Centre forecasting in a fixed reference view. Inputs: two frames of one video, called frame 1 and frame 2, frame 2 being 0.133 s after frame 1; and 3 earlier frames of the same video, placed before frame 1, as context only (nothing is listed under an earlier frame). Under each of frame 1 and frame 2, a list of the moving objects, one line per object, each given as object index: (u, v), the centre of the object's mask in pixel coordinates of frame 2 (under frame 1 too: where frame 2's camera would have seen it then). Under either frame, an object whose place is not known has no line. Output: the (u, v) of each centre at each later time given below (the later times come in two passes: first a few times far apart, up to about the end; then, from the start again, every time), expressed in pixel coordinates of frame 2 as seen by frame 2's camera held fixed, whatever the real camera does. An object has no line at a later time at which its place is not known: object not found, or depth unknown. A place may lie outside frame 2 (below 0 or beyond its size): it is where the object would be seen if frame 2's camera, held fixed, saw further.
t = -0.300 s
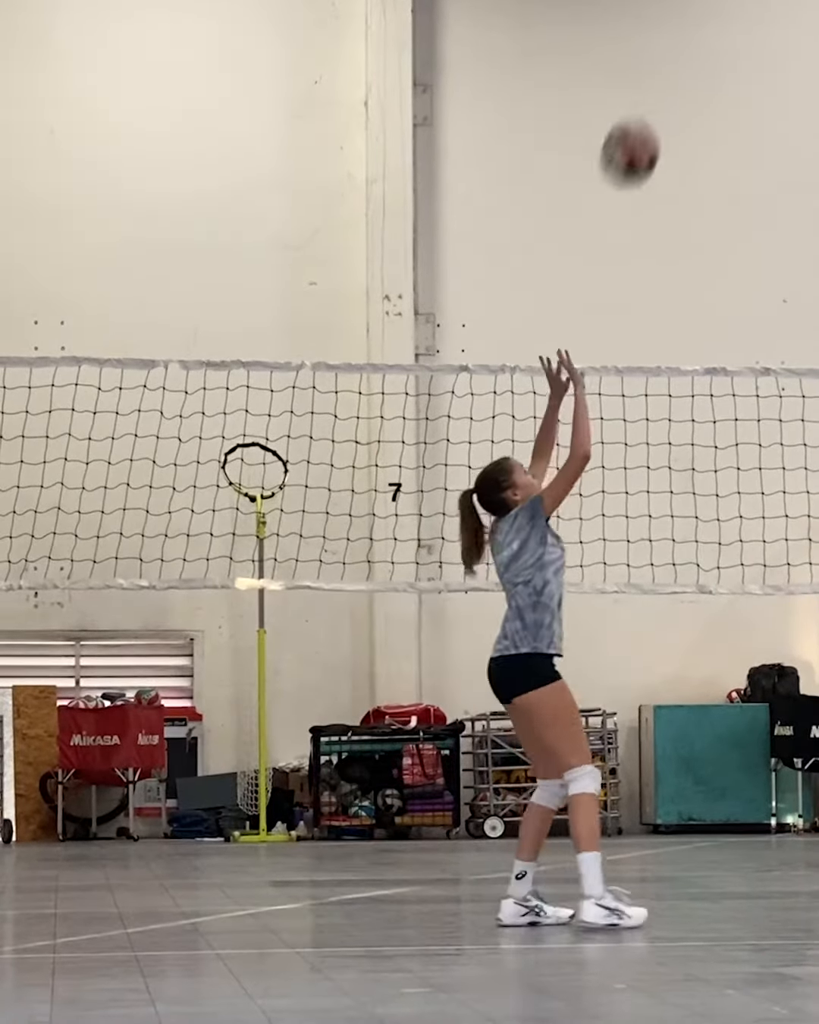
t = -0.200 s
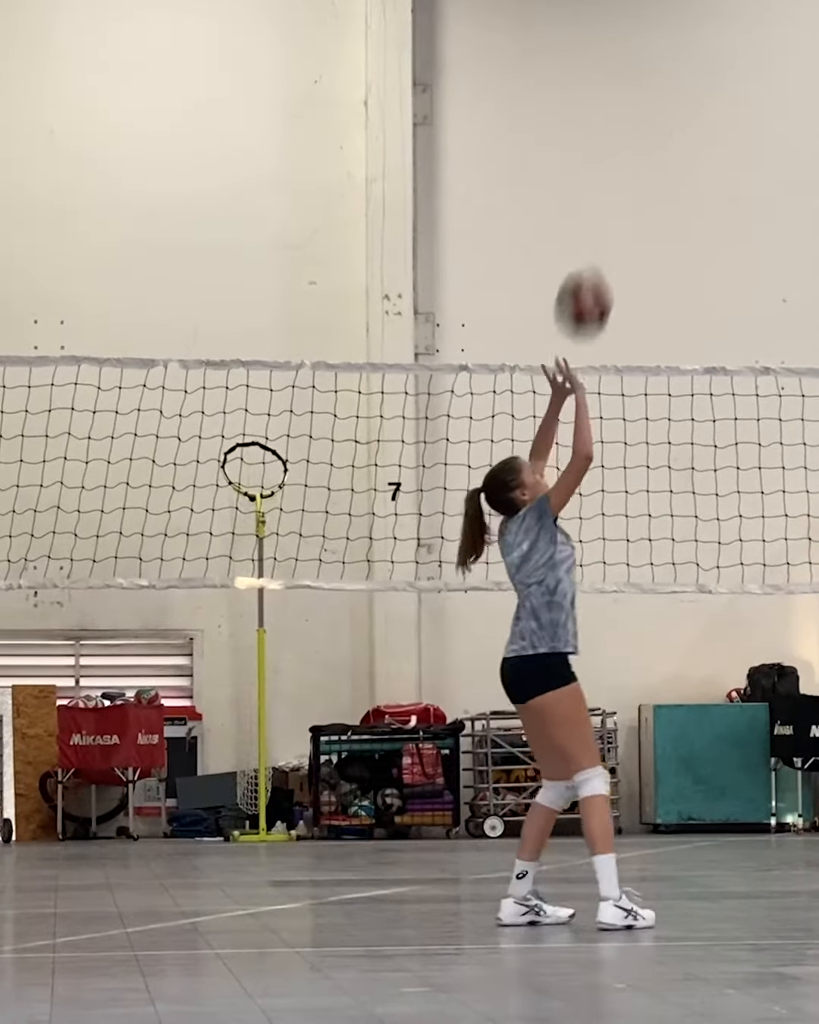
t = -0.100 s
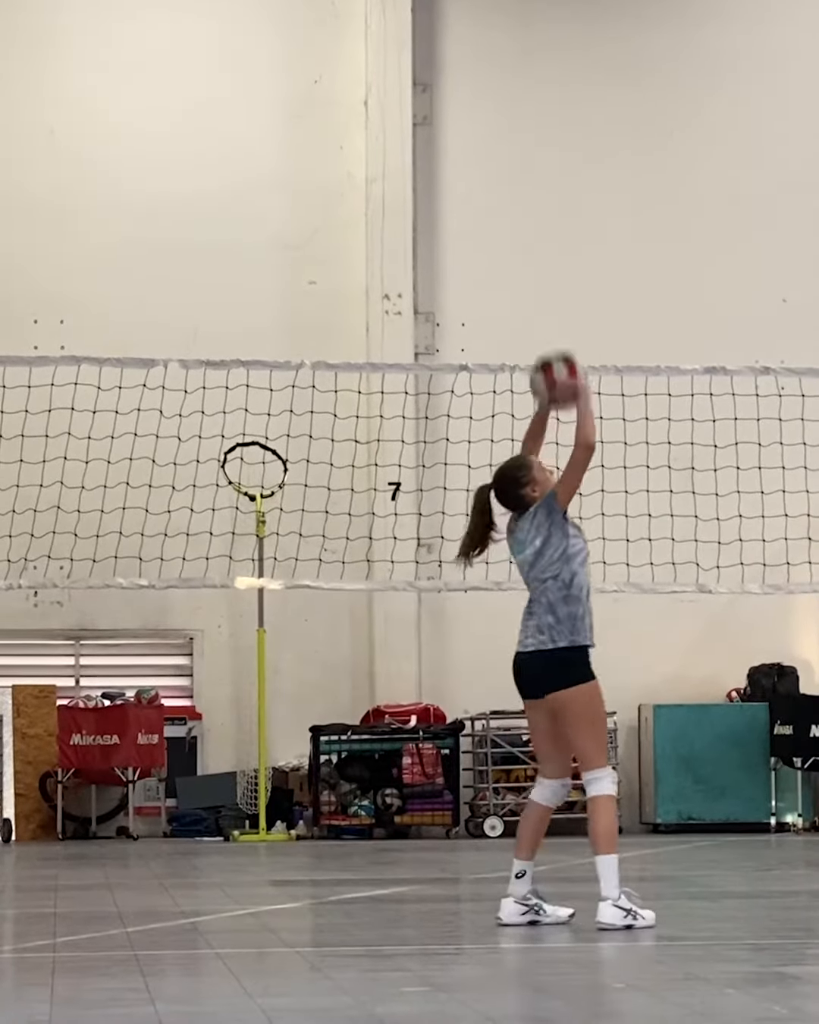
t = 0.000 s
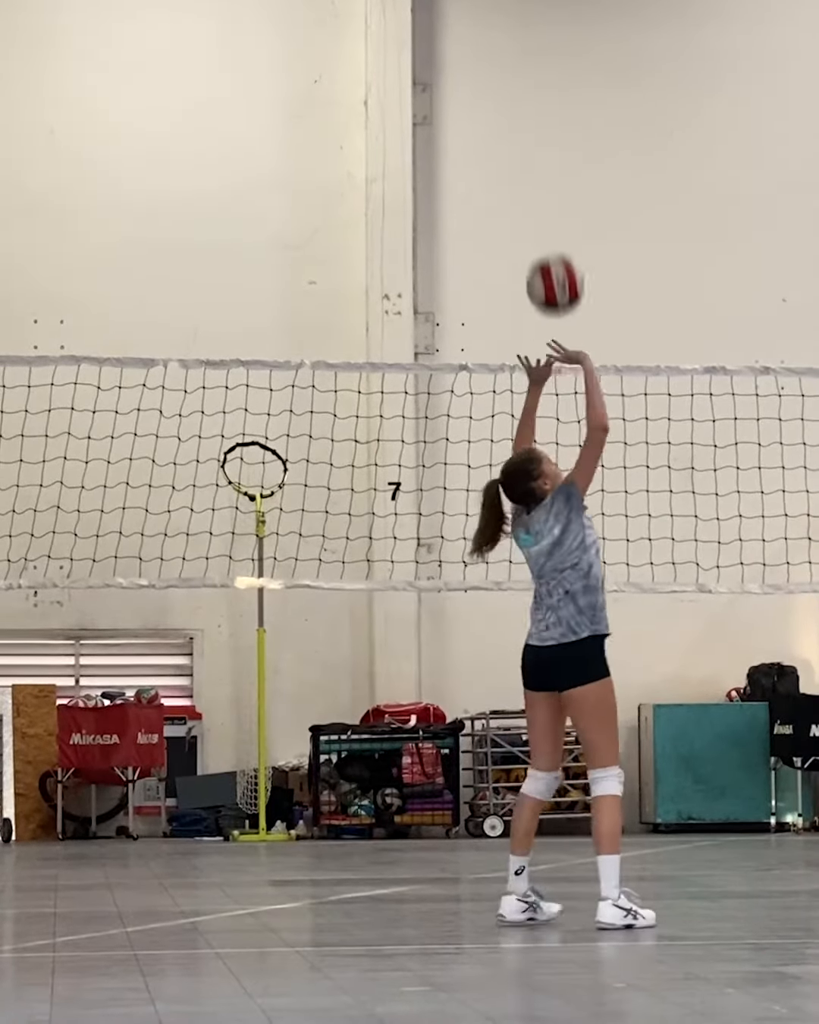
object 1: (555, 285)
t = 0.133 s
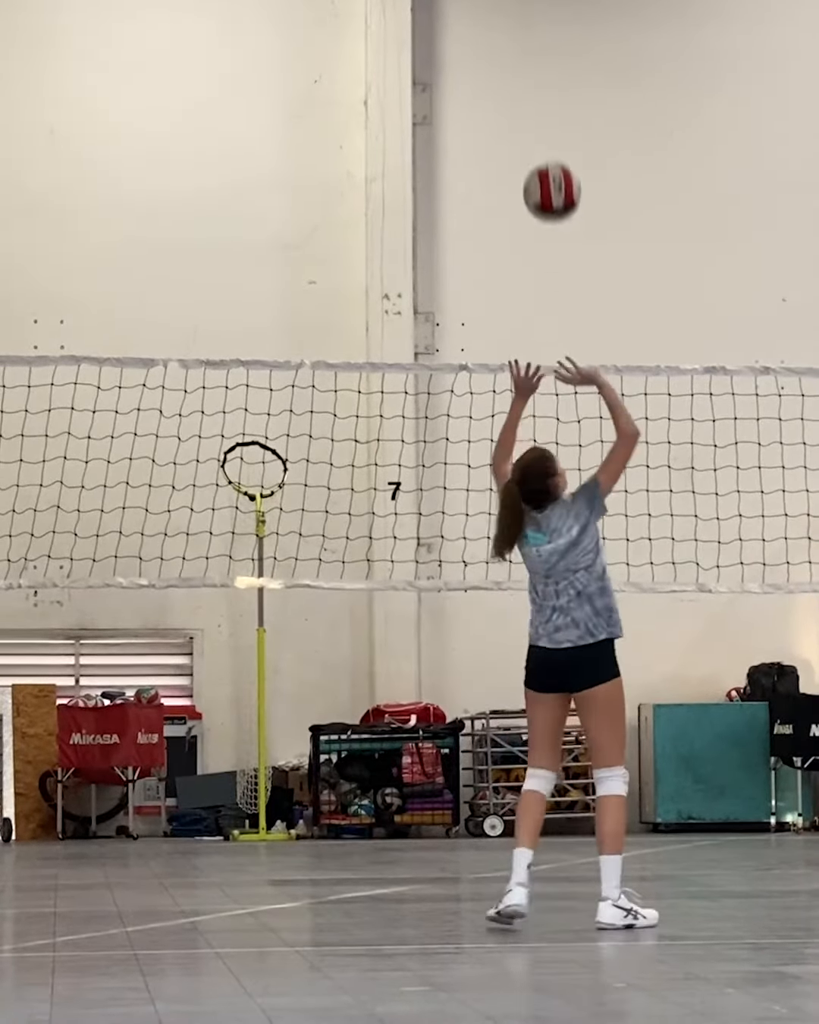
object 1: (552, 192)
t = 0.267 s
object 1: (550, 147)
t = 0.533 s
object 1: (548, 196)
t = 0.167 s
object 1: (551, 176)
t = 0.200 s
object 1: (551, 163)
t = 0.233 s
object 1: (551, 154)
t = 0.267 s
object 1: (550, 147)
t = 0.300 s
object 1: (550, 142)
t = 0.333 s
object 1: (550, 141)
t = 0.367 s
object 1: (549, 143)
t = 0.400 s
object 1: (549, 148)
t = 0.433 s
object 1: (549, 155)
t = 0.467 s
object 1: (548, 166)
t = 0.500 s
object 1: (548, 179)
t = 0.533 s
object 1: (548, 196)
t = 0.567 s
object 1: (547, 216)
